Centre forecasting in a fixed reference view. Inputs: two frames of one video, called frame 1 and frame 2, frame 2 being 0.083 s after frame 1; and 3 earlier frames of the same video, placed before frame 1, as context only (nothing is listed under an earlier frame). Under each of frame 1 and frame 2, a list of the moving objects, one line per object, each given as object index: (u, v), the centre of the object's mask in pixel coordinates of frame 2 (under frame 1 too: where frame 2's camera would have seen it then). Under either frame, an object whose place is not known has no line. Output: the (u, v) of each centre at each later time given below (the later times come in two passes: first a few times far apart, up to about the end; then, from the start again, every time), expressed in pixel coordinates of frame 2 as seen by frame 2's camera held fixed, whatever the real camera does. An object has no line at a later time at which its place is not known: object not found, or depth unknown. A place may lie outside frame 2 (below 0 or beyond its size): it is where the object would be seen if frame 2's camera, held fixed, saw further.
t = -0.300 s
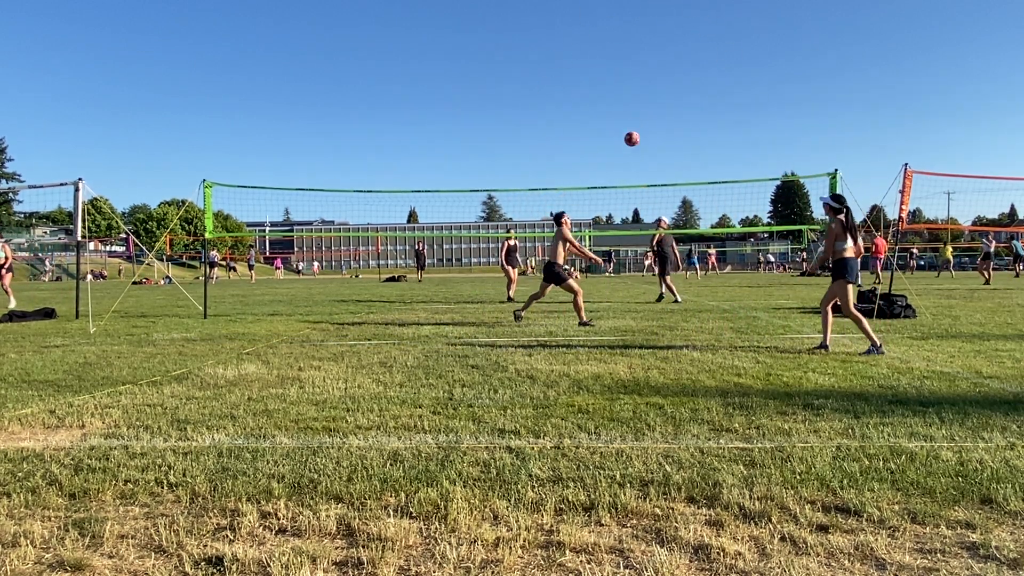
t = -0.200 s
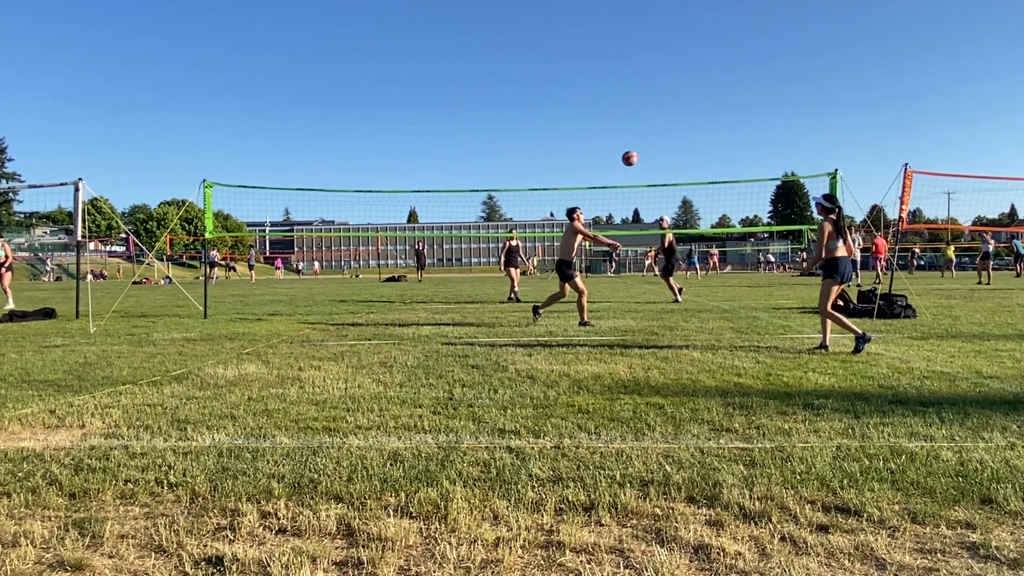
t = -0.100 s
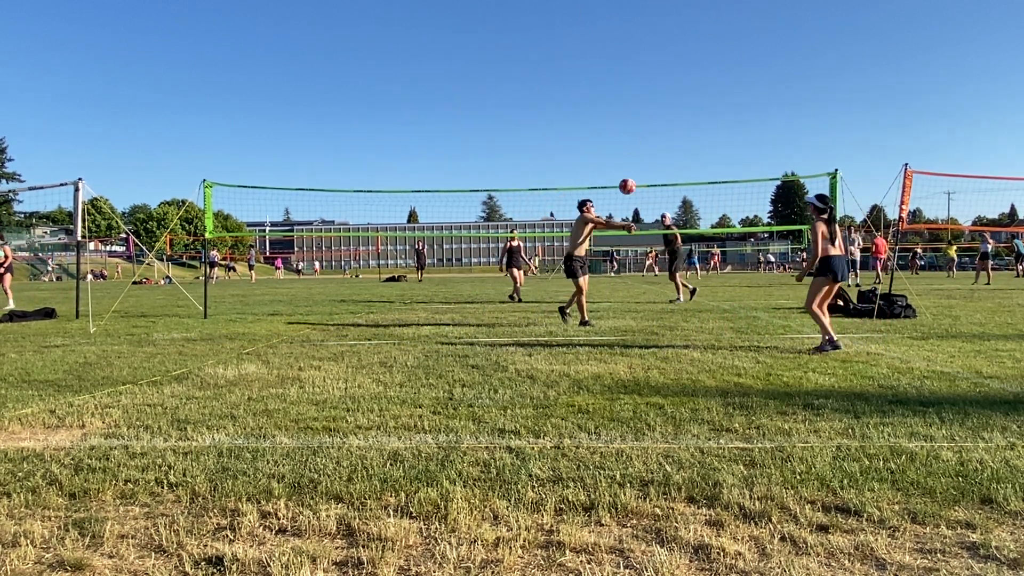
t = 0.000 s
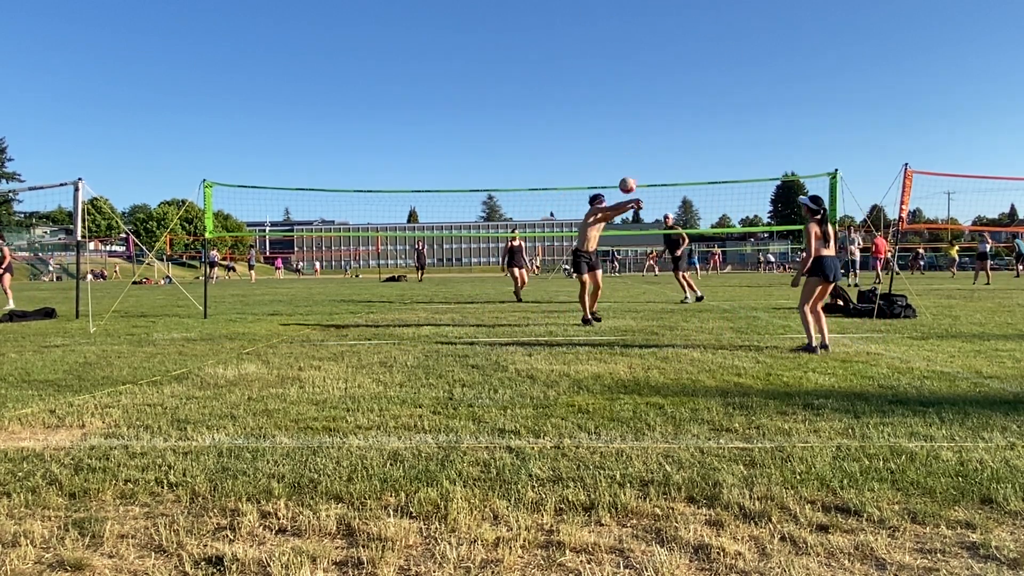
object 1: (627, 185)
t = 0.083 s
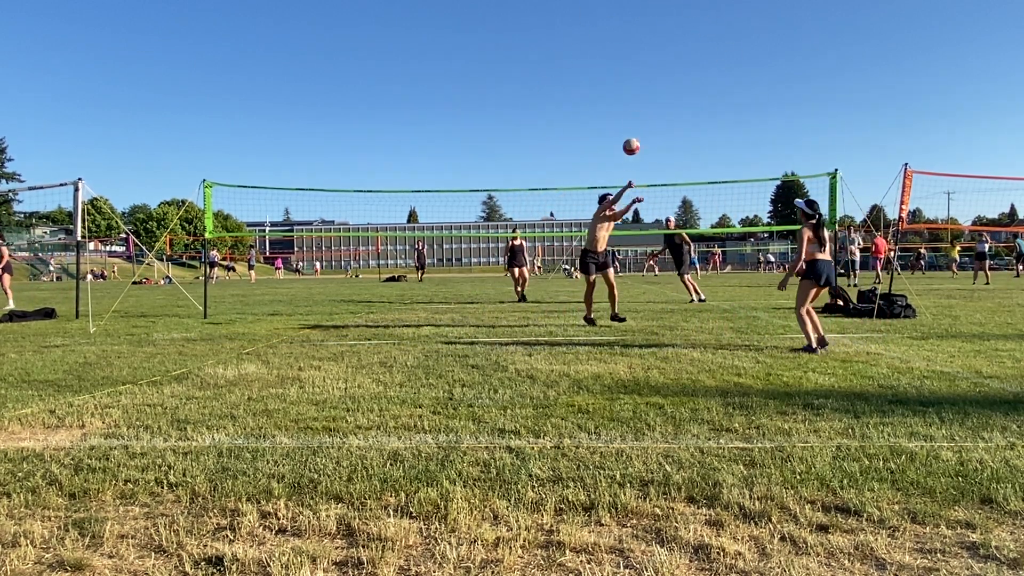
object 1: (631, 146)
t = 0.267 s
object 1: (640, 79)
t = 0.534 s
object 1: (652, 26)
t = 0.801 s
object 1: (664, 29)
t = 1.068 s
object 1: (676, 88)
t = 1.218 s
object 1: (683, 145)
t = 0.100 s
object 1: (632, 139)
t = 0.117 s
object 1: (632, 132)
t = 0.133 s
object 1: (633, 125)
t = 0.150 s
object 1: (634, 119)
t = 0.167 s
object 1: (635, 113)
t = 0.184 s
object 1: (636, 106)
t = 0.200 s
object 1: (636, 100)
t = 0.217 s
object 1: (637, 95)
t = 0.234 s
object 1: (638, 89)
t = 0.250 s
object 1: (639, 84)
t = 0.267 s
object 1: (640, 79)
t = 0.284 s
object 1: (641, 74)
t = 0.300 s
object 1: (641, 69)
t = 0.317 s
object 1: (642, 65)
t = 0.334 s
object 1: (643, 60)
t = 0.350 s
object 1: (644, 57)
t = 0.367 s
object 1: (645, 53)
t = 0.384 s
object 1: (645, 49)
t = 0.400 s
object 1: (646, 46)
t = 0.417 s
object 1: (647, 42)
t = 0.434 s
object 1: (648, 39)
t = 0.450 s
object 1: (648, 37)
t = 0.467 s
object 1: (649, 34)
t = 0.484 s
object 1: (650, 32)
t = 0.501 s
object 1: (651, 30)
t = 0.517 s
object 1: (651, 28)
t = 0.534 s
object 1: (652, 26)
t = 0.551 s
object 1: (653, 25)
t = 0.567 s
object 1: (654, 23)
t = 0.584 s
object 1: (654, 22)
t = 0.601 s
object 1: (655, 22)
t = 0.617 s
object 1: (656, 21)
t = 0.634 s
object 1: (657, 21)
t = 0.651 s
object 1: (658, 21)
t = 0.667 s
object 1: (658, 21)
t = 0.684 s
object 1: (659, 21)
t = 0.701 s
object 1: (660, 21)
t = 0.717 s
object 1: (661, 22)
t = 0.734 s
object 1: (661, 23)
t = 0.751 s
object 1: (662, 24)
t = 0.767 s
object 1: (663, 26)
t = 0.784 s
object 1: (664, 27)
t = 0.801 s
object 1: (664, 29)
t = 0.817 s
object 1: (665, 31)
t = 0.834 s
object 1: (666, 33)
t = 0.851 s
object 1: (667, 36)
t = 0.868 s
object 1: (668, 39)
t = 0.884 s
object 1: (668, 41)
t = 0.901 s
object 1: (669, 44)
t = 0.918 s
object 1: (670, 48)
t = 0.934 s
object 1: (670, 52)
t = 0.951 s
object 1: (671, 55)
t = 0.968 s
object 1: (672, 59)
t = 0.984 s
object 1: (673, 64)
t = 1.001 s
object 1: (673, 68)
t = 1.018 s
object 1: (674, 73)
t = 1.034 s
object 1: (675, 78)
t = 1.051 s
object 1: (676, 83)
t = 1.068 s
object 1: (676, 88)
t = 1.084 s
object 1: (677, 94)
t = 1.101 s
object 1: (678, 99)
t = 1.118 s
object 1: (678, 105)
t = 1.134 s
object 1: (679, 111)
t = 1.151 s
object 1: (680, 118)
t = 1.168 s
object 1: (681, 124)
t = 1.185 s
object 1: (681, 131)
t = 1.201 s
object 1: (682, 138)
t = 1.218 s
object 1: (683, 145)
